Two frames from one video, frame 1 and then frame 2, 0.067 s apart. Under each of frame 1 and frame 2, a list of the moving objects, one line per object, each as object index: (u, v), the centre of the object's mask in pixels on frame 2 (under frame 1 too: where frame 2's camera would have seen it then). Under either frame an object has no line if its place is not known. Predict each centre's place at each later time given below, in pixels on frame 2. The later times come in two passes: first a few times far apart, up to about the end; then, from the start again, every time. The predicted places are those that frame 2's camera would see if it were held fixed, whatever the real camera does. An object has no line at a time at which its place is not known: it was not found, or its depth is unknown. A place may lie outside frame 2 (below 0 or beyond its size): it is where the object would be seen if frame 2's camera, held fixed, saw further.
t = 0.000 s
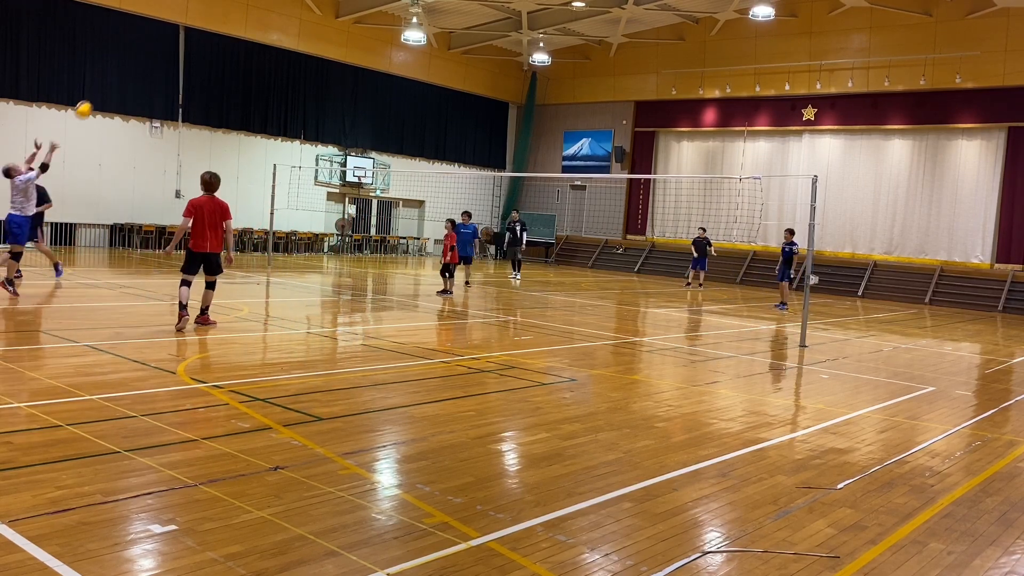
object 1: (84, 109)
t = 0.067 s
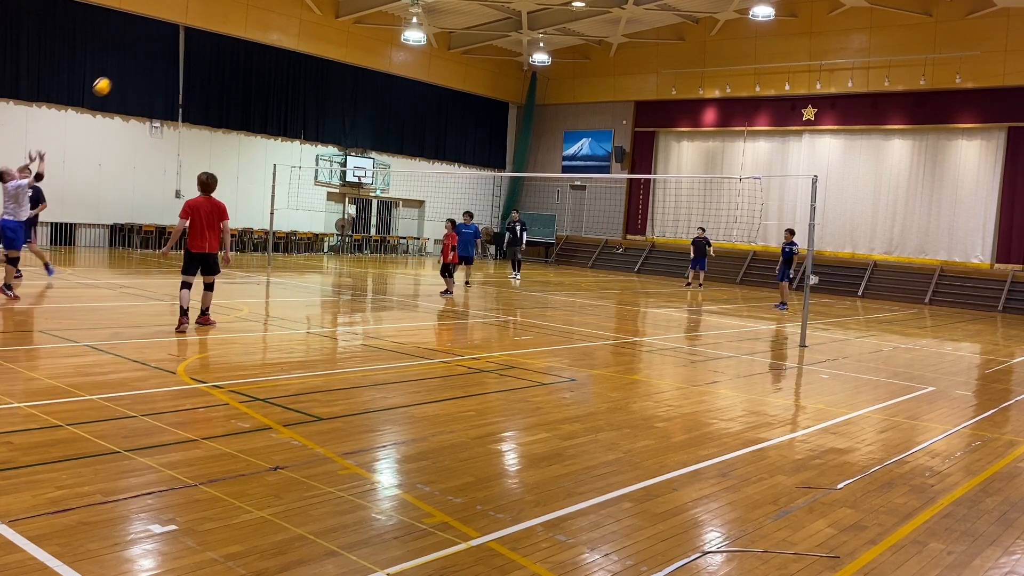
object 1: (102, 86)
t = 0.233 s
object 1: (146, 44)
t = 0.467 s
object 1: (198, 19)
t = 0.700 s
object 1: (243, 31)
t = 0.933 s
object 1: (280, 74)
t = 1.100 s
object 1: (303, 120)
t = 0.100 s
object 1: (111, 76)
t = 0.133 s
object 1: (120, 67)
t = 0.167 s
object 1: (128, 58)
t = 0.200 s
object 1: (137, 50)
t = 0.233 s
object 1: (146, 44)
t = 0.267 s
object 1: (154, 38)
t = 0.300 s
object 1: (162, 33)
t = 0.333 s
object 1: (169, 29)
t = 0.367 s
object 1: (176, 25)
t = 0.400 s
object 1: (184, 22)
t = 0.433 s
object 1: (191, 21)
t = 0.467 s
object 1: (198, 19)
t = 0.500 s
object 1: (205, 19)
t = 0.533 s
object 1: (212, 19)
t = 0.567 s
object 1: (218, 20)
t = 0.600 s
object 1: (224, 22)
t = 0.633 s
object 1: (230, 25)
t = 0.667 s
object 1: (237, 27)
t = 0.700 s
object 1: (243, 31)
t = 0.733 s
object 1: (248, 36)
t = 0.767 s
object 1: (254, 41)
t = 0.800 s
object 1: (259, 46)
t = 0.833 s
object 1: (265, 52)
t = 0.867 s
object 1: (270, 59)
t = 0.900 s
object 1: (275, 66)
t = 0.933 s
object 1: (280, 74)
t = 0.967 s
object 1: (285, 82)
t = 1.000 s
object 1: (289, 91)
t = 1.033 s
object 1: (294, 100)
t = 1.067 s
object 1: (299, 110)
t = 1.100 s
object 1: (303, 120)
